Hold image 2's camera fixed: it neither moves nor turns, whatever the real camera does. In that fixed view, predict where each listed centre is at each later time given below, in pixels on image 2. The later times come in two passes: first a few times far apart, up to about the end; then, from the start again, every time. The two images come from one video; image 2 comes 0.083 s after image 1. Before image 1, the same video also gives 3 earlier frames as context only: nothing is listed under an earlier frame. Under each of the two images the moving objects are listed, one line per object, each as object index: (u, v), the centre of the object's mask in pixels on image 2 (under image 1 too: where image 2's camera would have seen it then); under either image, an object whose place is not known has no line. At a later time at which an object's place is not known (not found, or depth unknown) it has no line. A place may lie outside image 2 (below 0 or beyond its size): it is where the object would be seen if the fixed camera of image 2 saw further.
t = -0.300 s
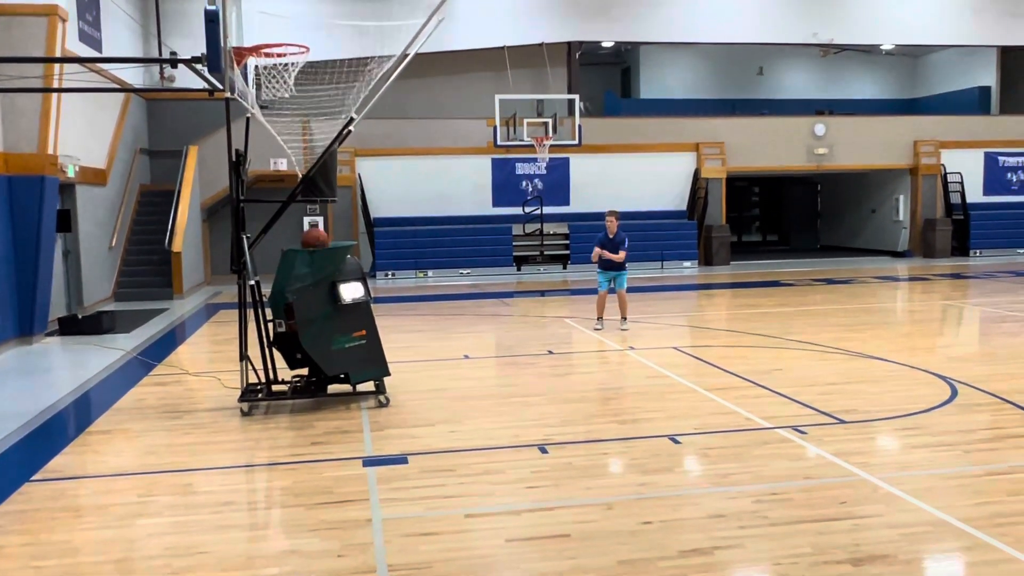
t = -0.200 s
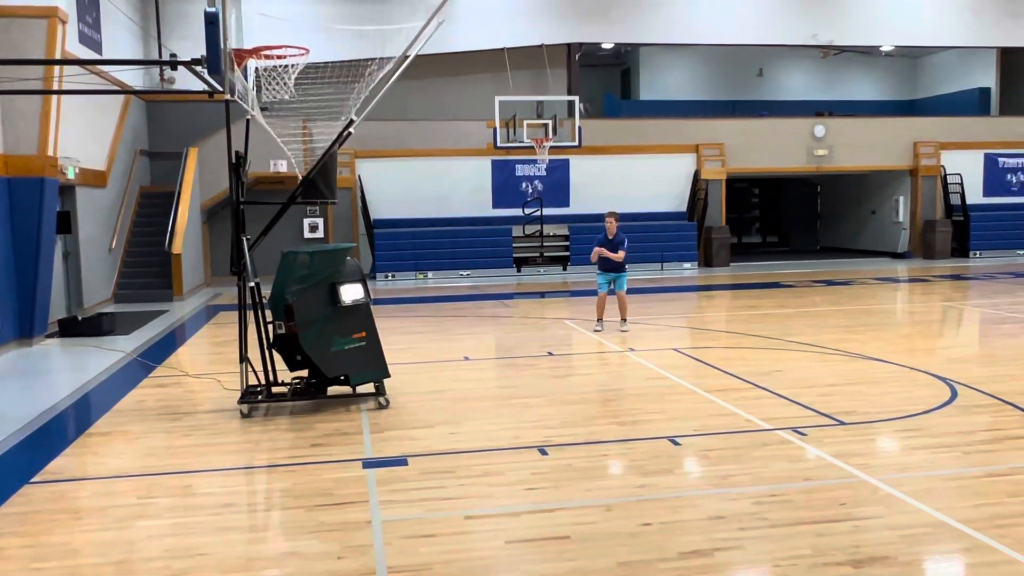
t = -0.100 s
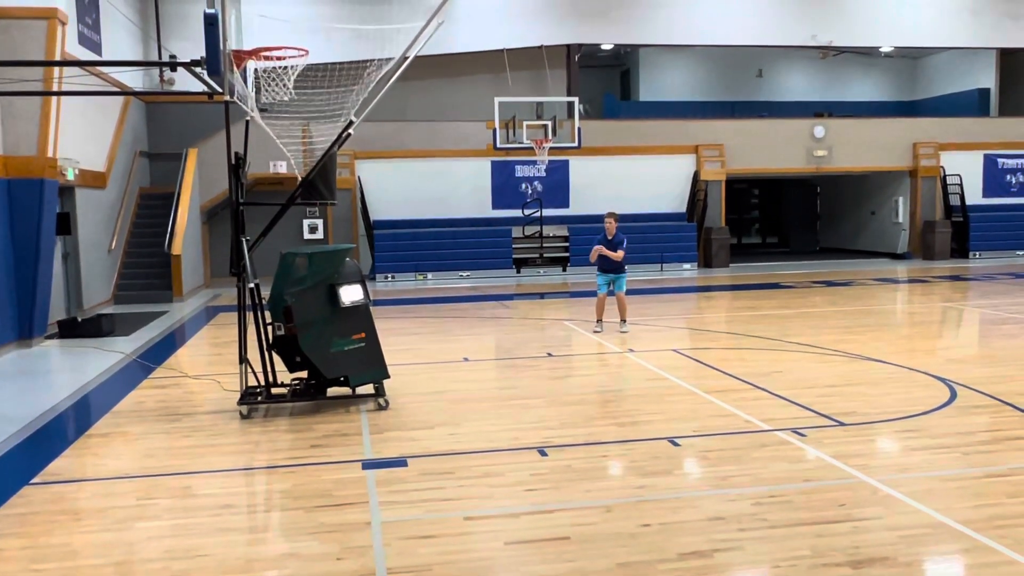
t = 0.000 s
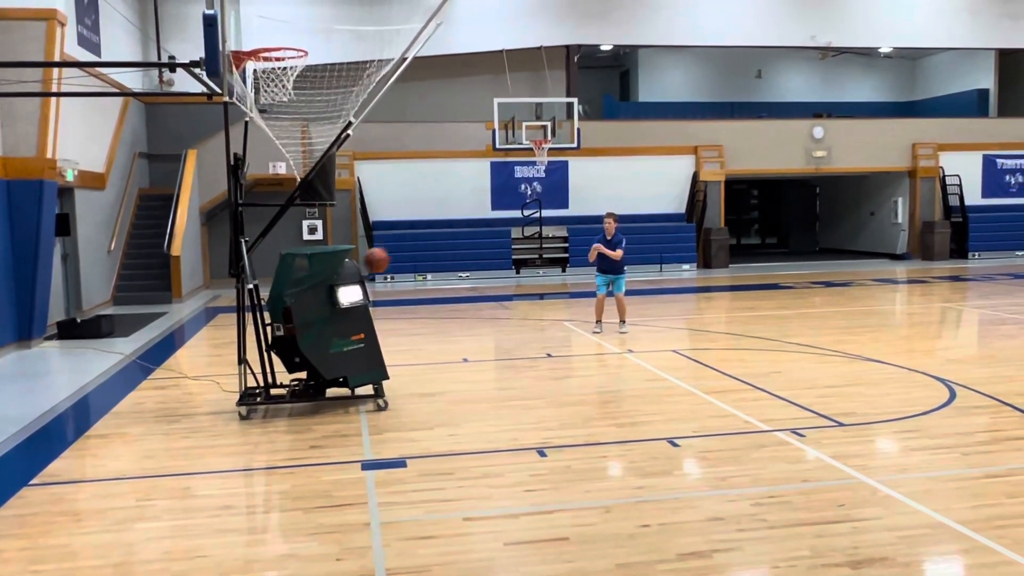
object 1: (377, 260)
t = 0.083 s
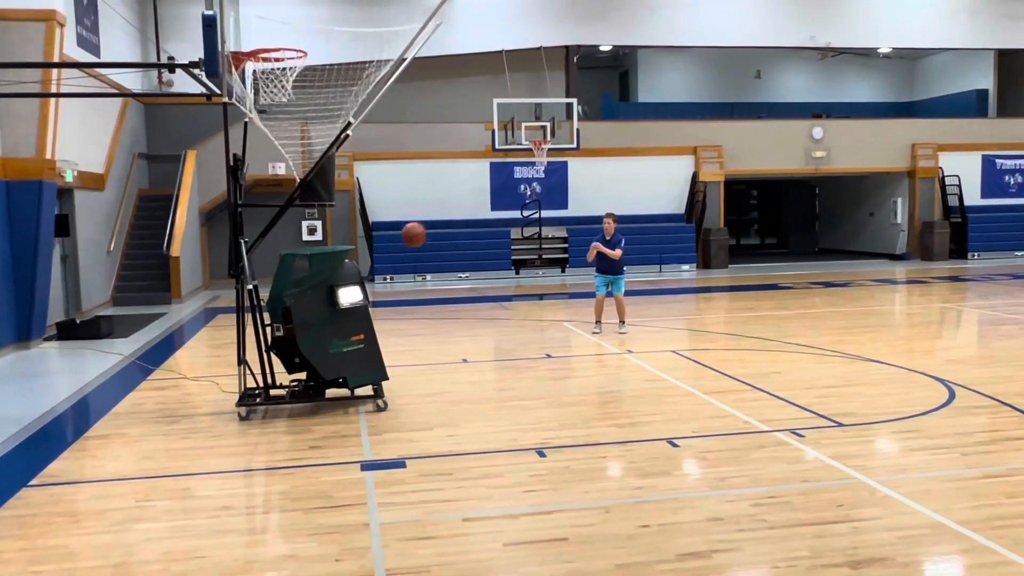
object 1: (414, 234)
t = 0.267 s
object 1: (485, 207)
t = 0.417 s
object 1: (534, 210)
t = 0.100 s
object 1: (421, 231)
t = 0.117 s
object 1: (428, 226)
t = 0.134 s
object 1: (435, 223)
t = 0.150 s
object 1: (441, 220)
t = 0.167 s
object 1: (448, 218)
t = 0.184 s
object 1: (454, 216)
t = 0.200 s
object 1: (461, 213)
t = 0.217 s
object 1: (467, 211)
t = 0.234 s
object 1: (473, 210)
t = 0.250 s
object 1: (479, 208)
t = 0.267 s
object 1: (485, 207)
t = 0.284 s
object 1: (491, 207)
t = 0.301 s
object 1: (497, 206)
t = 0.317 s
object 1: (502, 206)
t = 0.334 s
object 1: (508, 206)
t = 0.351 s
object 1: (513, 206)
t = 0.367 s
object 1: (518, 207)
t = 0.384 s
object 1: (523, 208)
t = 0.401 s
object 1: (528, 209)
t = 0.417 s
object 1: (534, 210)
